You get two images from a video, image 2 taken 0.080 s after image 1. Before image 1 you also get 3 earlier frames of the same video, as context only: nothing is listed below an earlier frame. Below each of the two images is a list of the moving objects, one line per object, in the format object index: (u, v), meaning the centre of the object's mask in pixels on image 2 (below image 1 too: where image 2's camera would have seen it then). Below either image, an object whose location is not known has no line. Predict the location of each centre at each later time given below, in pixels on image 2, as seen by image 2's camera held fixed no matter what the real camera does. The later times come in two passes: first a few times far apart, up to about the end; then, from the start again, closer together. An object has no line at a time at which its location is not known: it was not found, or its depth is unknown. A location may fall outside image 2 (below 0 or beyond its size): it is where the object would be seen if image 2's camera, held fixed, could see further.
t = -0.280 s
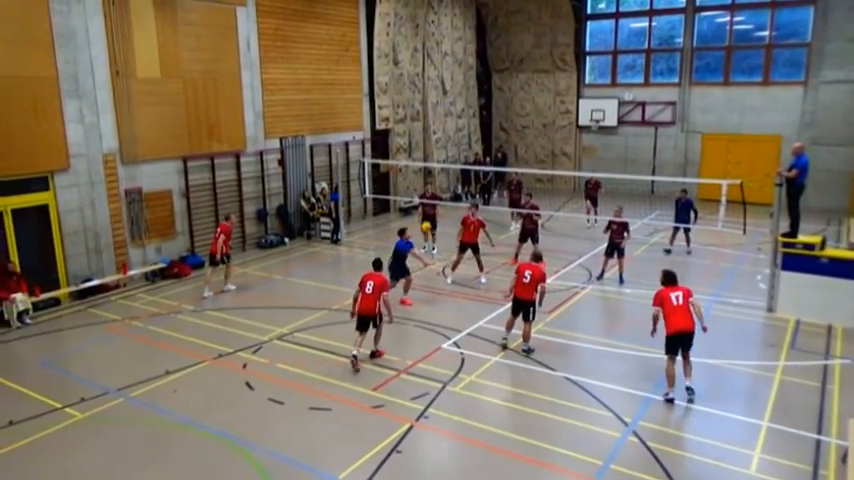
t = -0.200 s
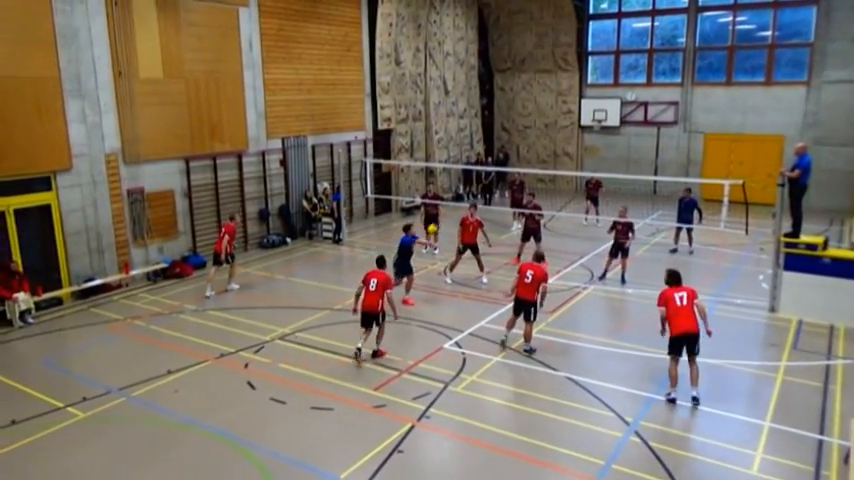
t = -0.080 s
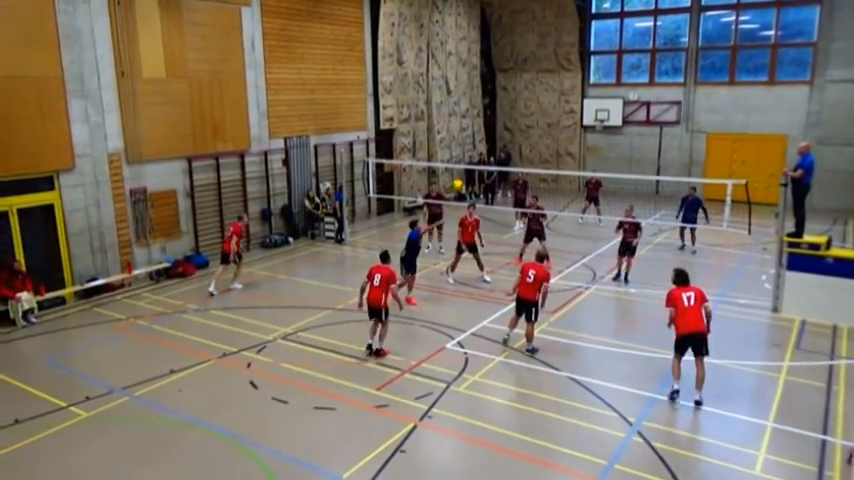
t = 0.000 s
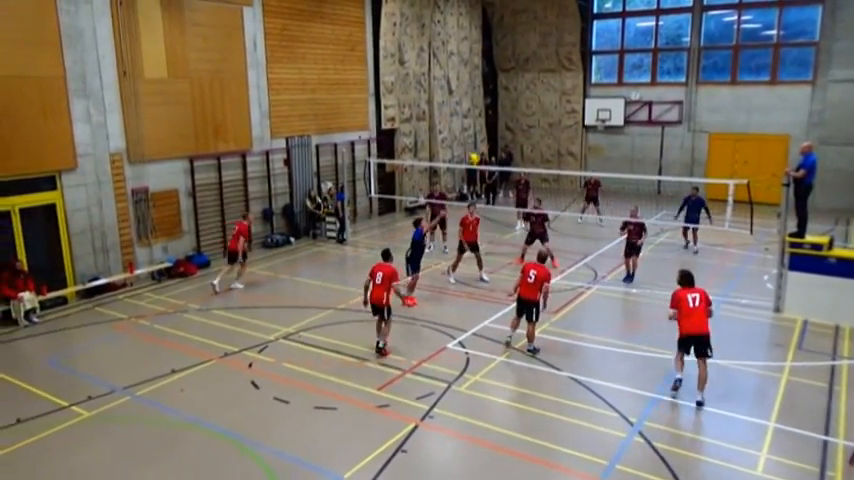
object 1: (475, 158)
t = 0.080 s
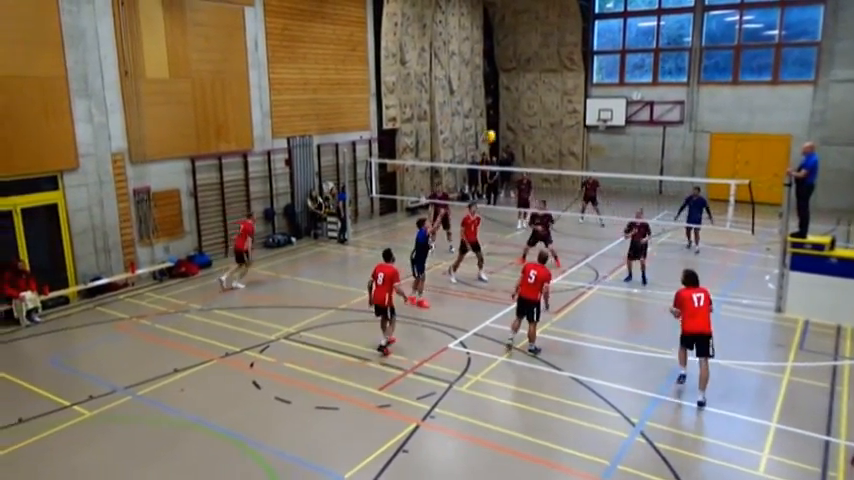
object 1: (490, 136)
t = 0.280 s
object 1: (530, 92)
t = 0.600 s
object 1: (593, 69)
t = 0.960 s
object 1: (661, 114)
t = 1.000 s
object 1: (668, 122)
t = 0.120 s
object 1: (498, 126)
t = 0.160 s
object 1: (506, 117)
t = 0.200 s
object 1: (514, 107)
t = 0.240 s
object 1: (522, 99)
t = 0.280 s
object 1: (530, 92)
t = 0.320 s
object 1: (537, 86)
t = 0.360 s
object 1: (545, 80)
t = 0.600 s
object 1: (593, 69)
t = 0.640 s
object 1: (601, 70)
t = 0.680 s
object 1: (609, 72)
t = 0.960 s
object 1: (661, 114)
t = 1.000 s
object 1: (668, 122)
